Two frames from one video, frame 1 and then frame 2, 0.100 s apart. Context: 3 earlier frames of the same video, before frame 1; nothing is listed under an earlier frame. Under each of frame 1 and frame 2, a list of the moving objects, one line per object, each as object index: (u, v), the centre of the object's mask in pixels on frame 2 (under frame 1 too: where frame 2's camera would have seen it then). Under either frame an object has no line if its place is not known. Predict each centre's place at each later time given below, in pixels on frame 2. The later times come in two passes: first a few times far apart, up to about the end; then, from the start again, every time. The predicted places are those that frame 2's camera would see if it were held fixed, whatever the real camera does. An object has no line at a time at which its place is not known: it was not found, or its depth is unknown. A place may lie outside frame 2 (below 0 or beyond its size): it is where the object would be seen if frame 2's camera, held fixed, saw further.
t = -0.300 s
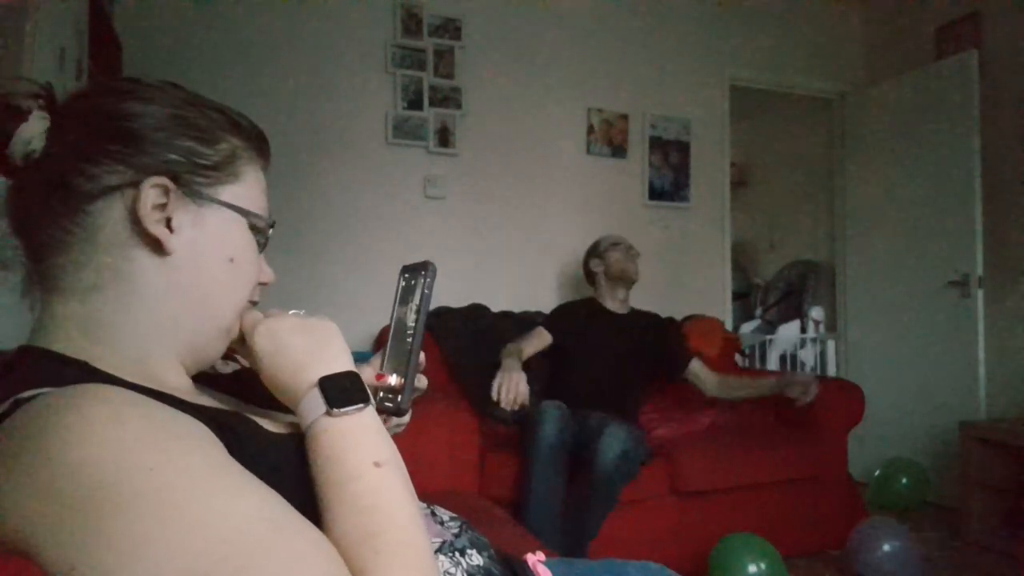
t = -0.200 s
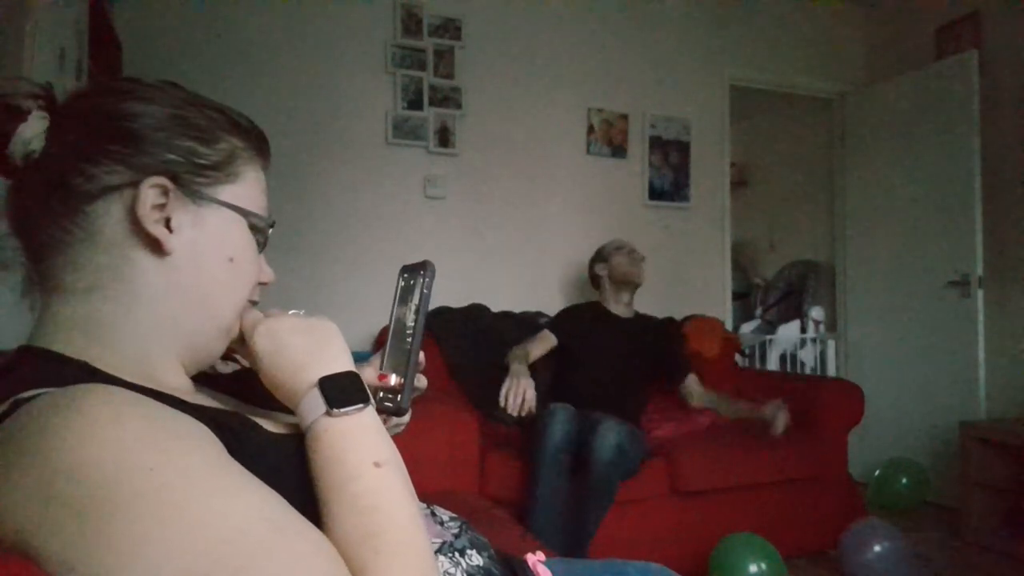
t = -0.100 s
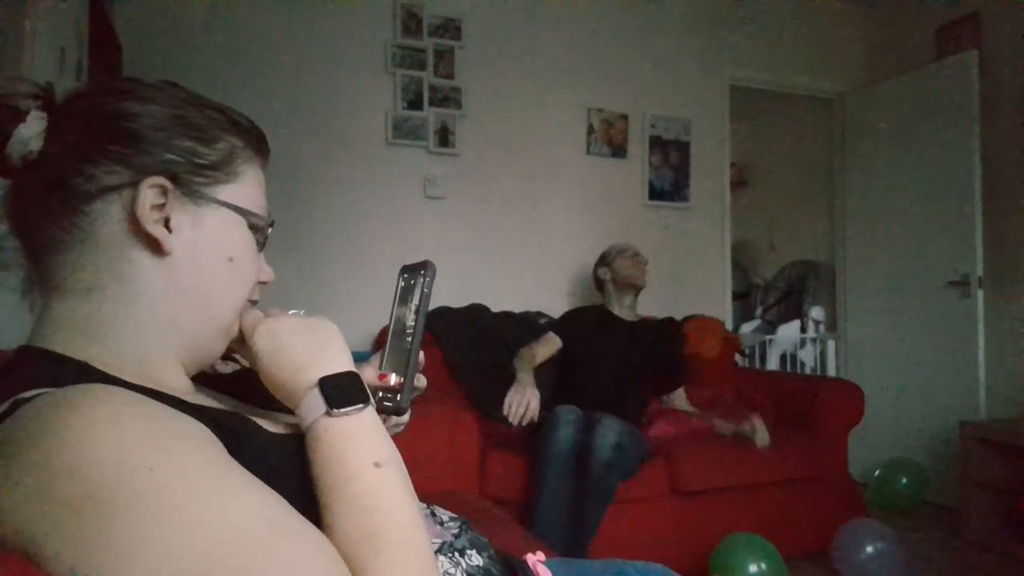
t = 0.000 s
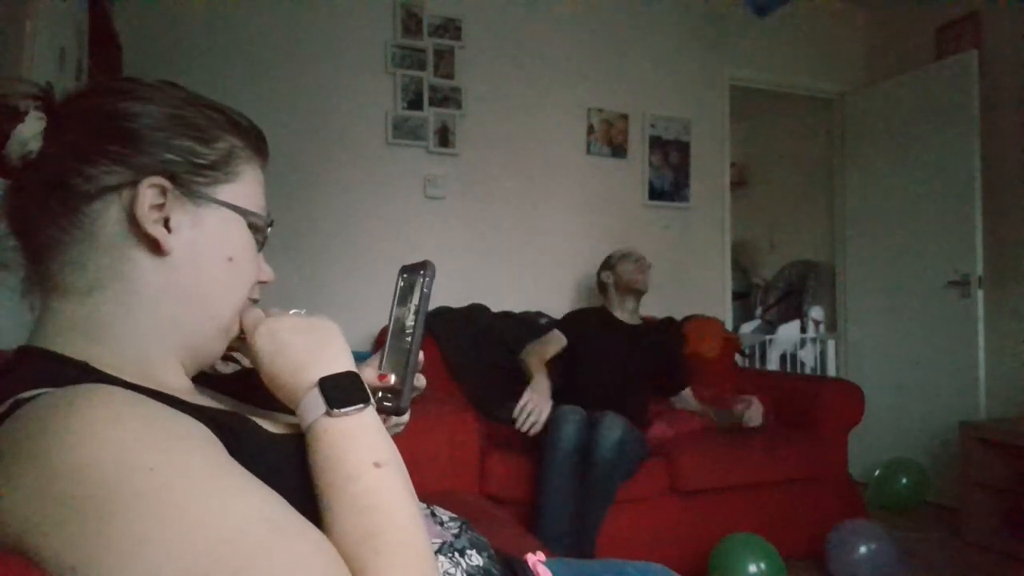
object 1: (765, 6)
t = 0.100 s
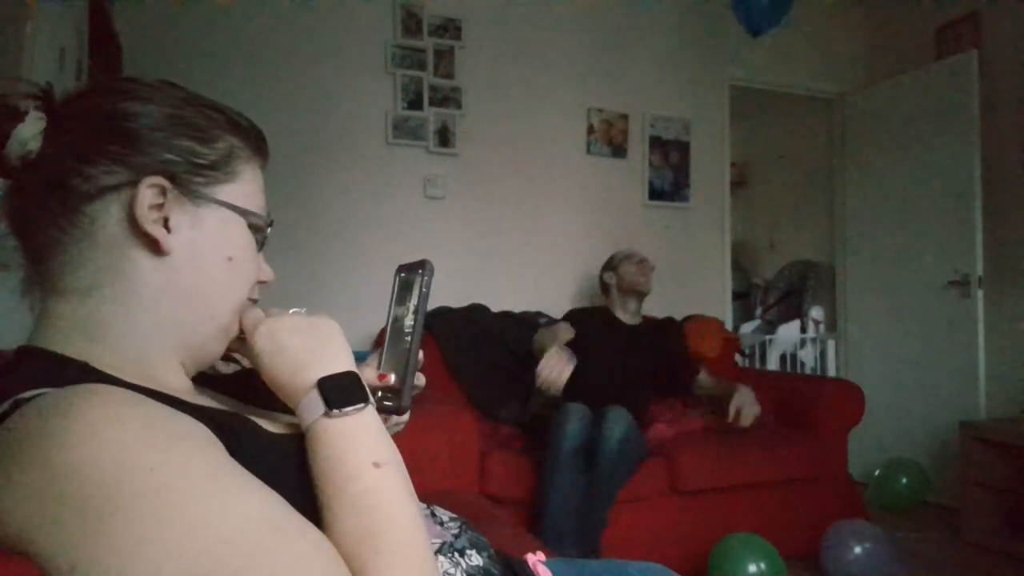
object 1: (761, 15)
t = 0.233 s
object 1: (755, 29)
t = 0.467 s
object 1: (746, 82)
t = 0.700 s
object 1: (742, 147)
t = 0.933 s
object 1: (747, 204)
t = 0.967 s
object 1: (749, 212)
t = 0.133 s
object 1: (759, 18)
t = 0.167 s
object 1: (757, 21)
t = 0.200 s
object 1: (756, 25)
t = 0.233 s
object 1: (755, 29)
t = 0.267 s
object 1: (753, 33)
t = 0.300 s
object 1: (751, 40)
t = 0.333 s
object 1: (750, 49)
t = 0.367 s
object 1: (749, 56)
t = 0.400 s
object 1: (748, 65)
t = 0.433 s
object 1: (746, 73)
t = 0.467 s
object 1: (746, 82)
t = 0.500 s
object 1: (744, 91)
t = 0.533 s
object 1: (744, 100)
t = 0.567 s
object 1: (743, 109)
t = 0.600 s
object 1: (742, 117)
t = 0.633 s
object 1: (742, 127)
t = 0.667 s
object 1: (742, 137)
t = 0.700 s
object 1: (742, 147)
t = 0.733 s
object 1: (742, 154)
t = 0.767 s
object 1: (742, 162)
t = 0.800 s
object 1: (742, 171)
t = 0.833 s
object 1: (744, 180)
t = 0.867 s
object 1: (745, 188)
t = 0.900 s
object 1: (746, 196)
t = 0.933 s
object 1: (747, 204)
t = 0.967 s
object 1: (749, 212)
